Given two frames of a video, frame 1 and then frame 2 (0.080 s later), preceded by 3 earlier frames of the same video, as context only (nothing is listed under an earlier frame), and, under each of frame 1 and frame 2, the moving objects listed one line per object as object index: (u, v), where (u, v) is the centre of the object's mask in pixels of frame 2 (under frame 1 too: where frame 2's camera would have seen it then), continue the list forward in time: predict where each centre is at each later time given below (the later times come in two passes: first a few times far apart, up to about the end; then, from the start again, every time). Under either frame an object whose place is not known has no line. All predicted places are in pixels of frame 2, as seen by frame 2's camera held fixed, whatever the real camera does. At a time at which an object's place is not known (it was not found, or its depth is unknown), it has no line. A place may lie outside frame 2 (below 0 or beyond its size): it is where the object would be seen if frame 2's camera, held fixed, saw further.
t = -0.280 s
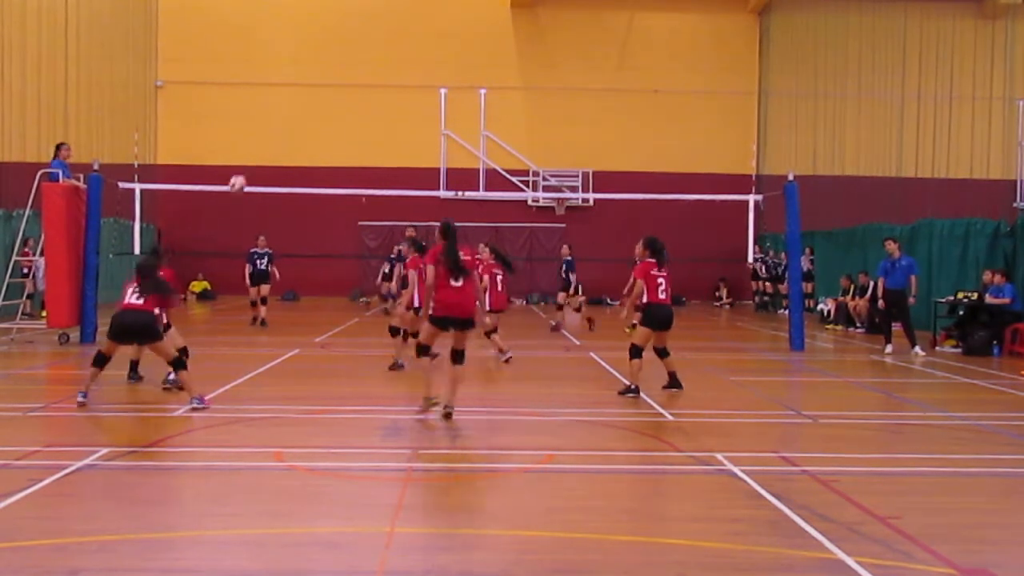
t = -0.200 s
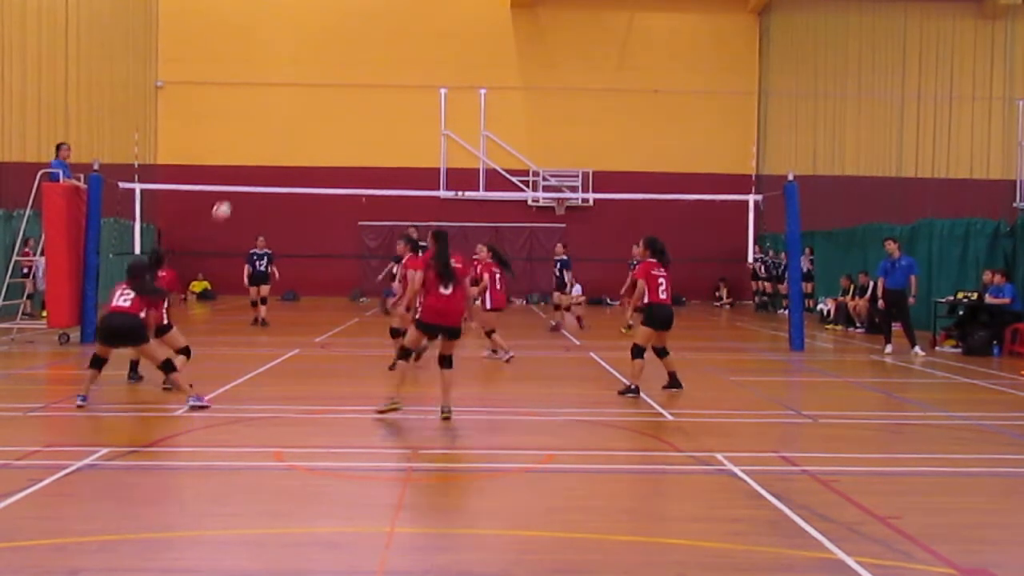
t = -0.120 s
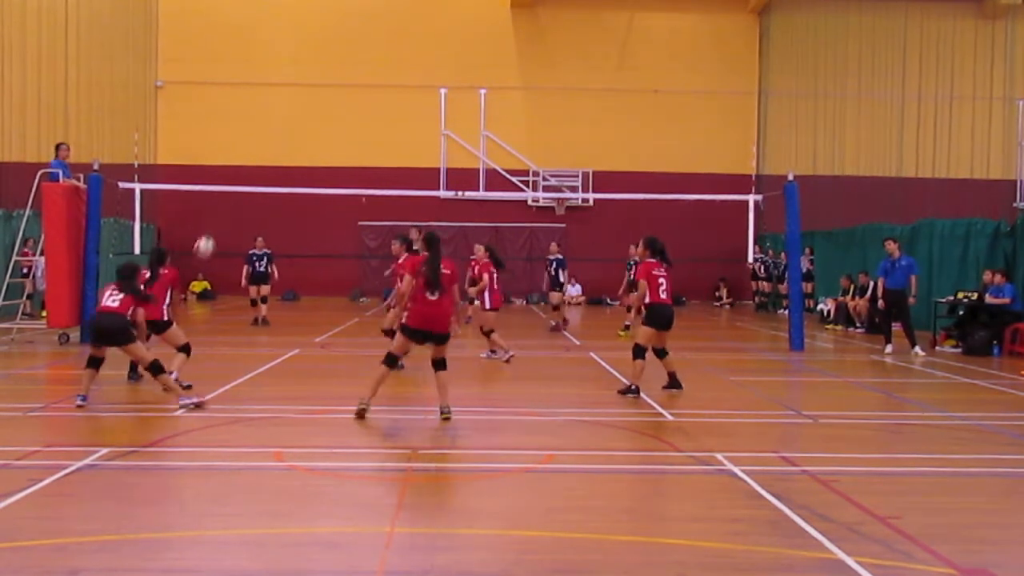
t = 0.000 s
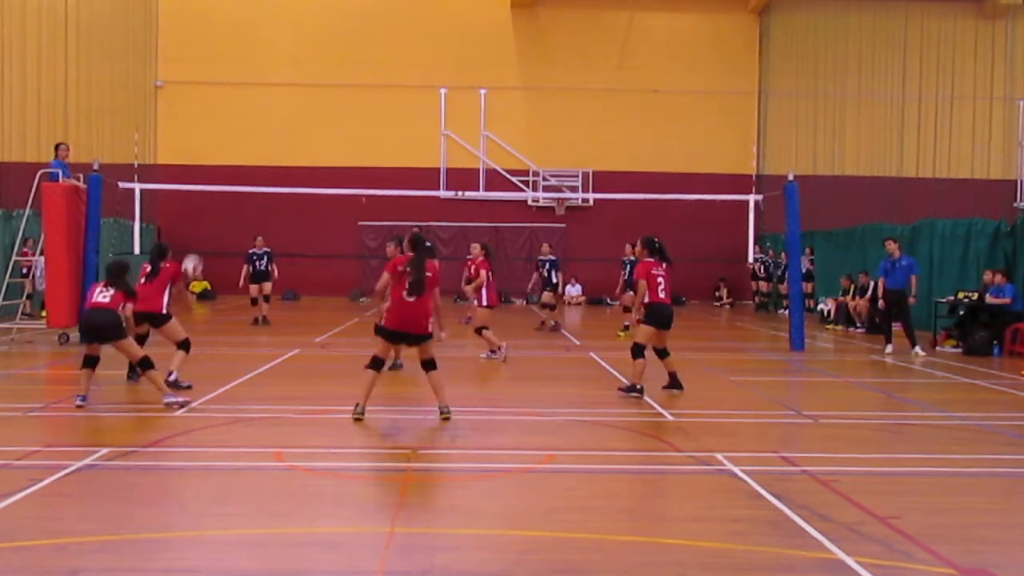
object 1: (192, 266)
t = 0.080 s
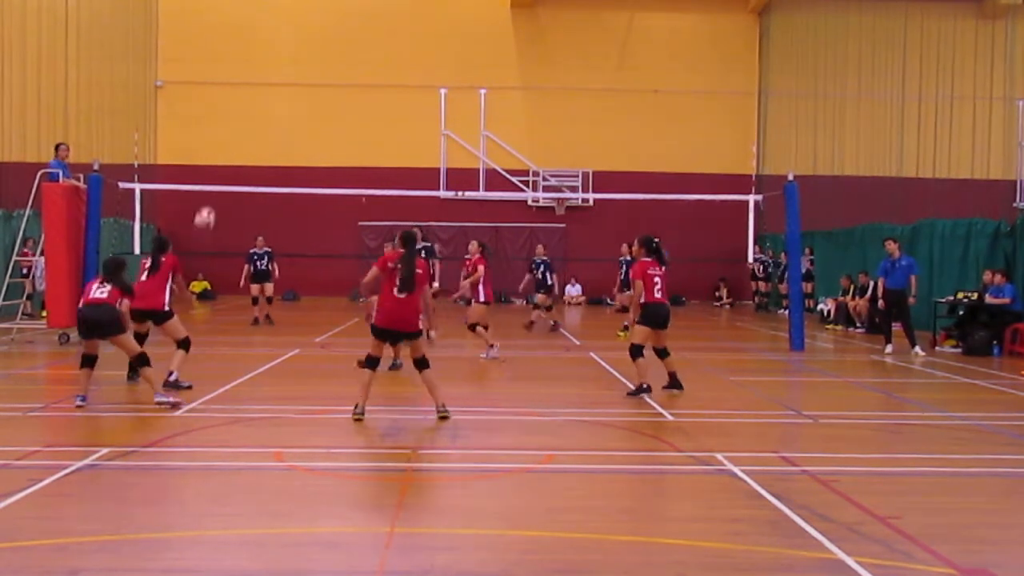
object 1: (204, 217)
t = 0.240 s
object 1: (228, 144)
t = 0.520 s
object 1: (266, 85)
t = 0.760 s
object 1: (295, 89)
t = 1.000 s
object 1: (319, 136)
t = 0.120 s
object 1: (210, 199)
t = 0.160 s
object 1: (217, 176)
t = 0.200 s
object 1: (224, 162)
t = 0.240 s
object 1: (228, 144)
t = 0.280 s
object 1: (234, 131)
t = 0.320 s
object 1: (239, 120)
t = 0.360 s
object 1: (246, 110)
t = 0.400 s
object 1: (251, 102)
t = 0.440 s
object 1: (256, 95)
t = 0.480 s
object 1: (261, 89)
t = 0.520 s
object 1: (266, 85)
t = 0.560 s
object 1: (271, 83)
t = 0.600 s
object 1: (276, 81)
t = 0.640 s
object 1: (280, 81)
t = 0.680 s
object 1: (286, 82)
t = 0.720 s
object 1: (290, 86)
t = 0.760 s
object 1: (295, 89)
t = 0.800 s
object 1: (299, 94)
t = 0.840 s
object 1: (303, 100)
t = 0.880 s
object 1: (308, 108)
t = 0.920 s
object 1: (311, 115)
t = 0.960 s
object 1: (315, 125)
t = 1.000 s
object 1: (319, 136)
